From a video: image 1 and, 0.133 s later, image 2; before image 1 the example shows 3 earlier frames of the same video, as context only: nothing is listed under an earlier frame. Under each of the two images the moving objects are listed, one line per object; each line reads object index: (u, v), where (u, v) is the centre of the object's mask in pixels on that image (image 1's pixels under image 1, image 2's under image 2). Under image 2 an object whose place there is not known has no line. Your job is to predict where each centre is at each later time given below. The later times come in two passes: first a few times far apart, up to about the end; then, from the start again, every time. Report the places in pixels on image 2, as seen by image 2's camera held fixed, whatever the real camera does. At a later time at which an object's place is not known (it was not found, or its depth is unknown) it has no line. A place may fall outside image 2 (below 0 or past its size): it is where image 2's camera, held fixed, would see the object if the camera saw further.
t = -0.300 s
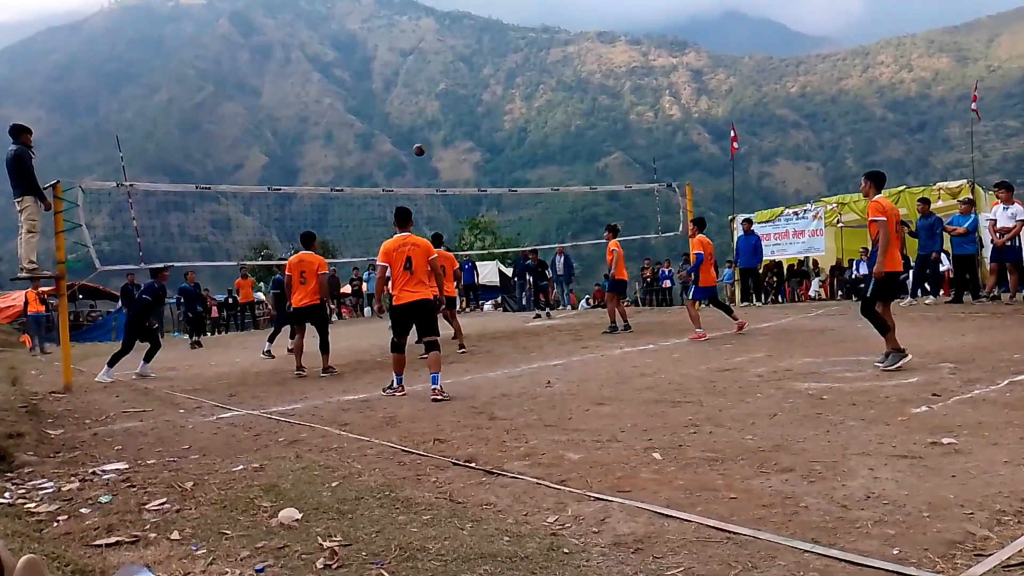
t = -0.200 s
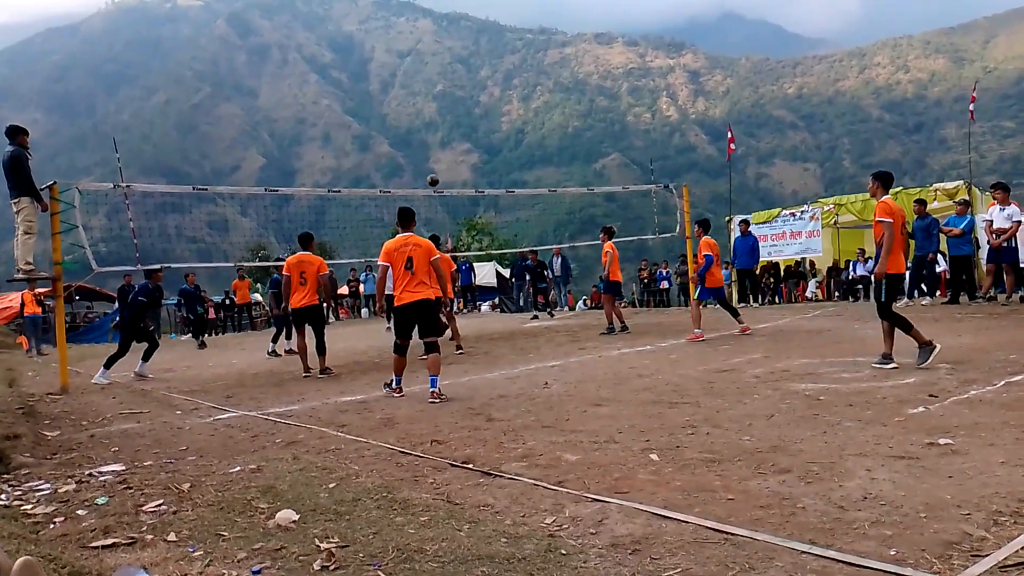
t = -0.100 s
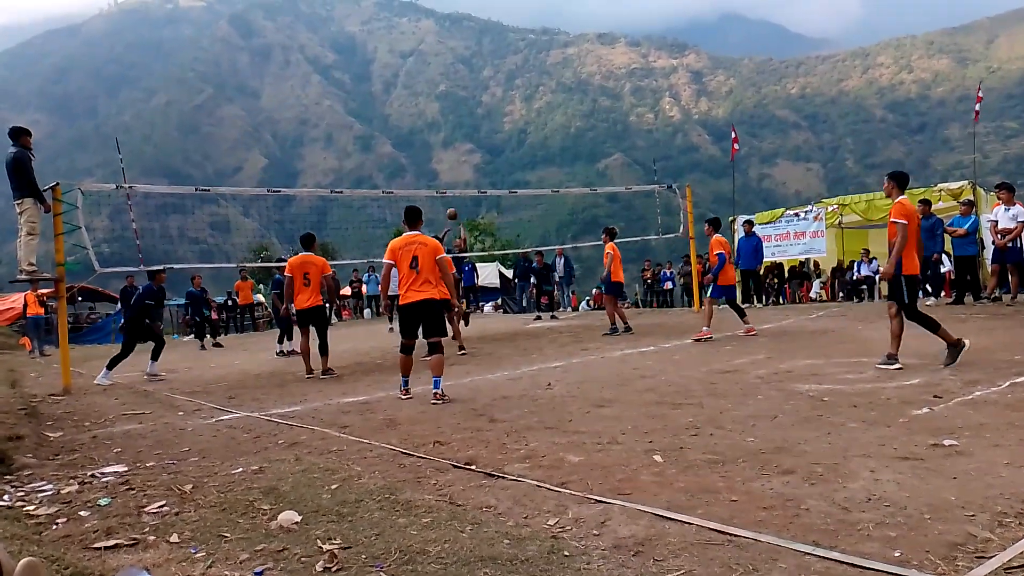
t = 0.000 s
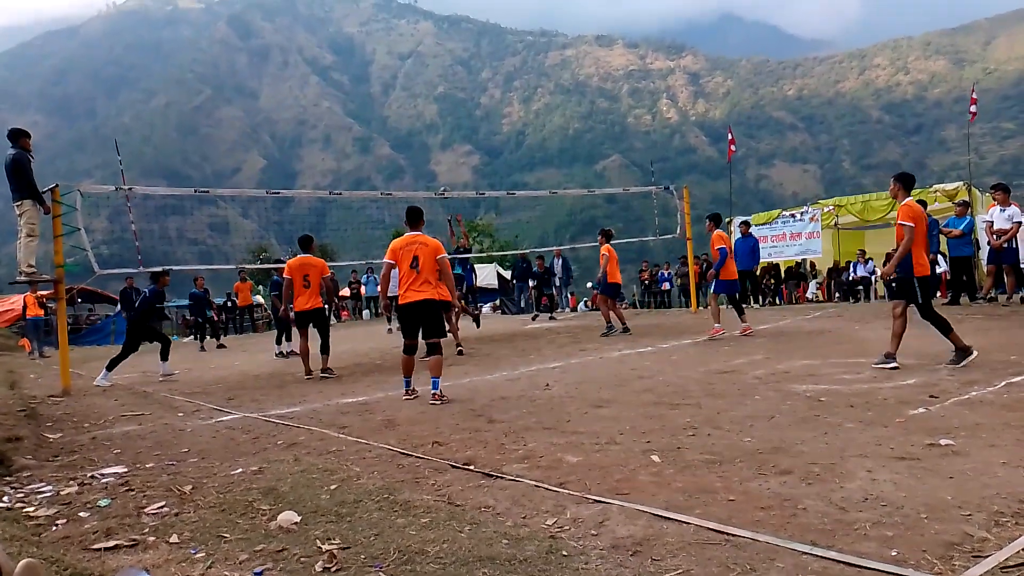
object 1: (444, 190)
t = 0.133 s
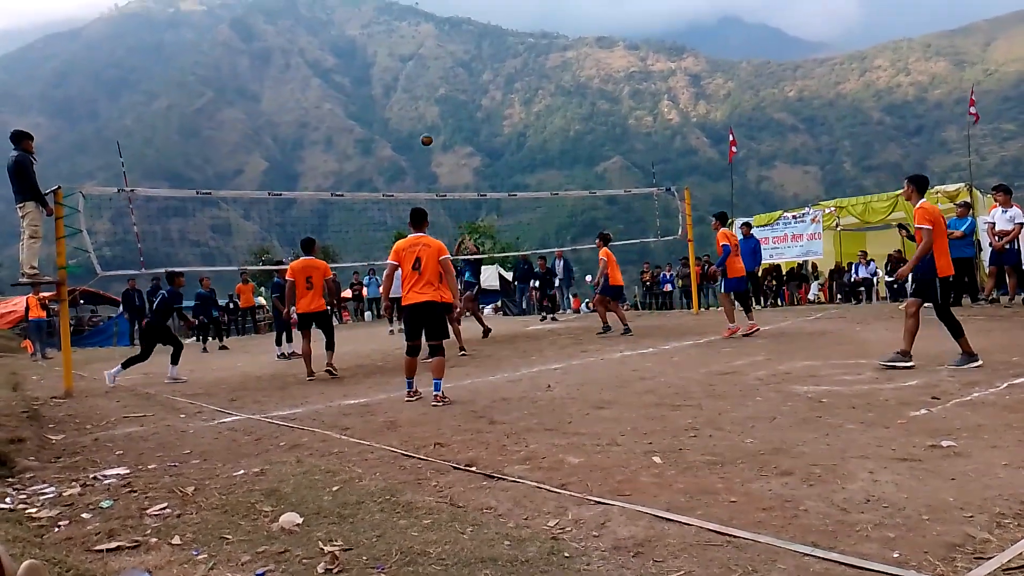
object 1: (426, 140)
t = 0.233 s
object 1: (410, 105)
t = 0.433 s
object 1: (379, 51)
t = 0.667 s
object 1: (343, 18)
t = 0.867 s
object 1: (312, 17)
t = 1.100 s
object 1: (278, 49)
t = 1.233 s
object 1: (259, 86)
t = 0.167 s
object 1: (421, 127)
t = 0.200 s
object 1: (416, 116)
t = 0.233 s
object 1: (410, 105)
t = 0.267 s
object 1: (405, 94)
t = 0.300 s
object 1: (400, 84)
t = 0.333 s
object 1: (395, 75)
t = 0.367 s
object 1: (390, 67)
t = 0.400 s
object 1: (384, 59)
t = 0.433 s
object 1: (379, 51)
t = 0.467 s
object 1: (374, 45)
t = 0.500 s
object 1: (369, 39)
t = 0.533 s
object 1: (363, 33)
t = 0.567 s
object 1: (358, 29)
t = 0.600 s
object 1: (353, 25)
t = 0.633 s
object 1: (348, 21)
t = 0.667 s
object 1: (343, 18)
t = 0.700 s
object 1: (337, 17)
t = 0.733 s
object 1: (333, 15)
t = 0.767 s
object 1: (328, 14)
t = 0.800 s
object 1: (322, 14)
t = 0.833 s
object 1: (317, 15)
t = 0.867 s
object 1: (312, 17)
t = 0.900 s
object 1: (307, 19)
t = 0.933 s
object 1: (302, 22)
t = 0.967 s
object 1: (297, 26)
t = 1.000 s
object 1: (292, 31)
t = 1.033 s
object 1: (287, 36)
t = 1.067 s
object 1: (283, 42)
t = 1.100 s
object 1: (278, 49)
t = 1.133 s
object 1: (273, 57)
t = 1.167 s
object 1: (268, 66)
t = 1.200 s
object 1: (263, 75)
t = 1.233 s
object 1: (259, 86)
